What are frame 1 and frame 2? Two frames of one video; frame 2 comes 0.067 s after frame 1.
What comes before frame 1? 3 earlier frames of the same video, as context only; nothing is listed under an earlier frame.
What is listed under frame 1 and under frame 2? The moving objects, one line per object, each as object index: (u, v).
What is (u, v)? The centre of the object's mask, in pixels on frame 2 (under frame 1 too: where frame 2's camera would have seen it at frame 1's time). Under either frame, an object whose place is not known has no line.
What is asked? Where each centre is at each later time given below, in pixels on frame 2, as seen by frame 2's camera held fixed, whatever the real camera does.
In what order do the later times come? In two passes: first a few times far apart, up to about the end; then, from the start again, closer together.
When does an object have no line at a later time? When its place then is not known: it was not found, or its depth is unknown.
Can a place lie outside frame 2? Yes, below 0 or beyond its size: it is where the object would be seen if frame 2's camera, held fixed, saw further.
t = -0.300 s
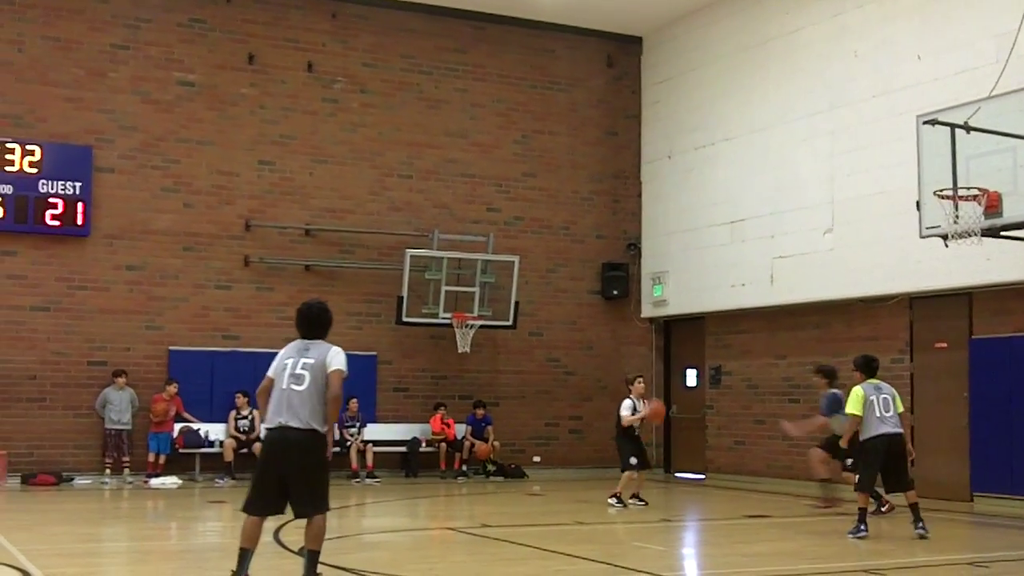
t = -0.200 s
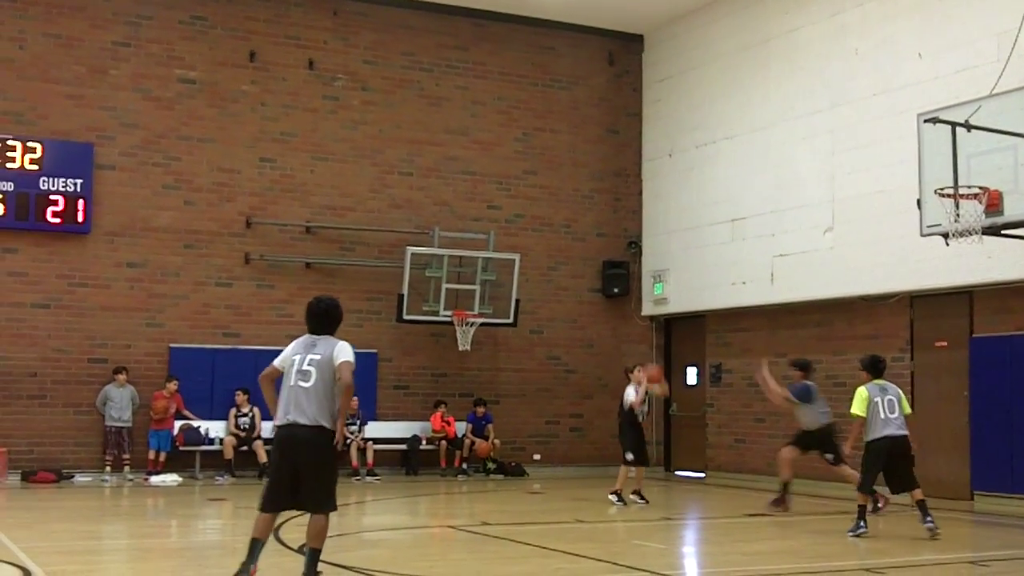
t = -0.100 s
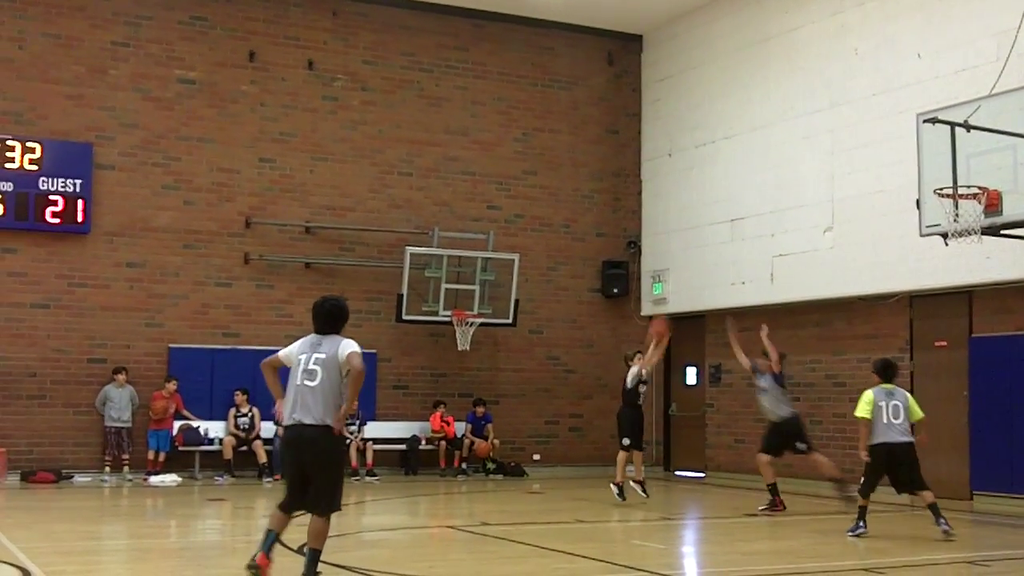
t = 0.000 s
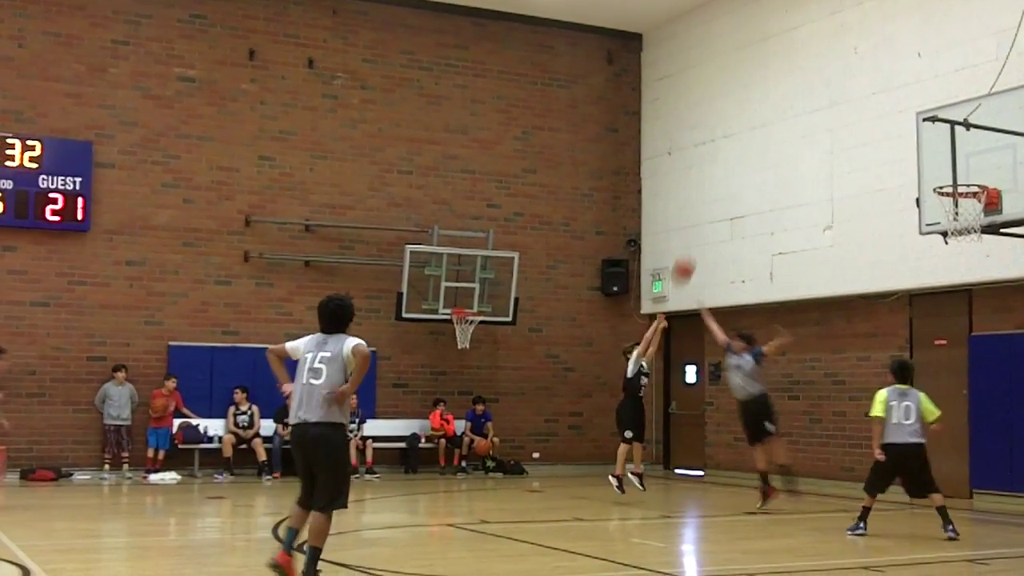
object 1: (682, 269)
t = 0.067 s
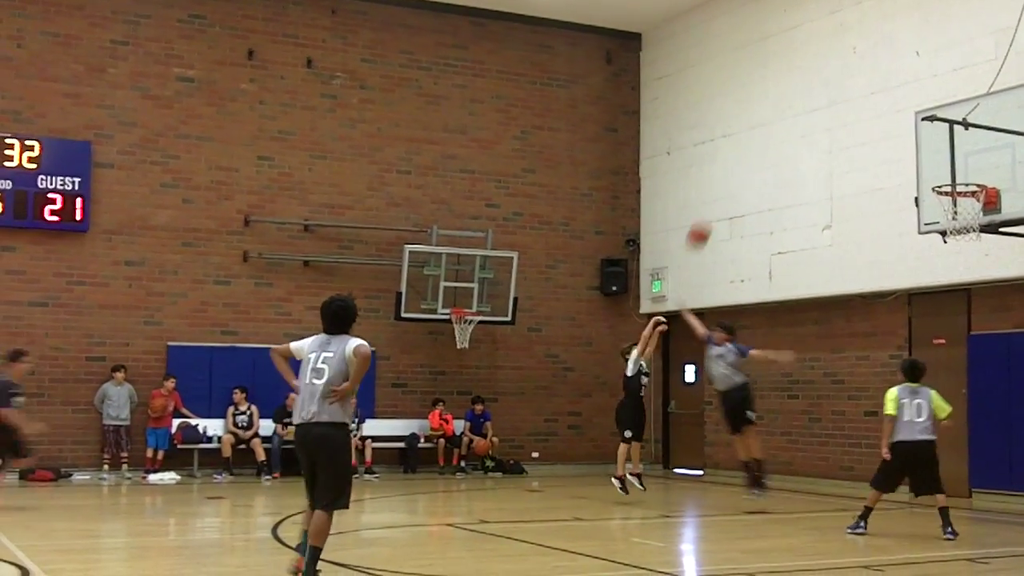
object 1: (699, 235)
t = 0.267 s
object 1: (752, 150)
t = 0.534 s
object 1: (825, 90)
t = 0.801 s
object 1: (907, 96)
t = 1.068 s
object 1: (996, 177)
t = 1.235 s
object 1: (1061, 283)
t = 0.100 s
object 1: (707, 218)
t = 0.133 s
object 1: (716, 204)
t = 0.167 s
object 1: (725, 189)
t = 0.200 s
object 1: (734, 175)
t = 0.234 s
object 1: (743, 162)
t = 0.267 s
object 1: (752, 150)
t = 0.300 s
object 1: (761, 139)
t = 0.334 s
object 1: (770, 129)
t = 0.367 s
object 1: (779, 120)
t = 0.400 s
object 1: (788, 112)
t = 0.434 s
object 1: (797, 105)
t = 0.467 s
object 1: (806, 99)
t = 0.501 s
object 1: (816, 93)
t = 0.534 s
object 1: (825, 90)
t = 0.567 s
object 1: (834, 87)
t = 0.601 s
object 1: (844, 85)
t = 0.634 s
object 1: (855, 84)
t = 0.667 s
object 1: (865, 84)
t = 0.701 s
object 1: (876, 85)
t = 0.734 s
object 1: (886, 87)
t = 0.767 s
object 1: (896, 91)
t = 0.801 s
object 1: (907, 96)
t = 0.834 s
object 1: (919, 102)
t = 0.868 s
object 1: (929, 108)
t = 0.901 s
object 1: (940, 117)
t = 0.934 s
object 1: (951, 128)
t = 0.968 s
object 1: (961, 137)
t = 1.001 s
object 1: (973, 149)
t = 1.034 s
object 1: (985, 164)
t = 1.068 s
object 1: (996, 177)
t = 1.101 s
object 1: (1009, 195)
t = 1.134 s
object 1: (1022, 213)
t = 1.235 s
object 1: (1061, 283)
